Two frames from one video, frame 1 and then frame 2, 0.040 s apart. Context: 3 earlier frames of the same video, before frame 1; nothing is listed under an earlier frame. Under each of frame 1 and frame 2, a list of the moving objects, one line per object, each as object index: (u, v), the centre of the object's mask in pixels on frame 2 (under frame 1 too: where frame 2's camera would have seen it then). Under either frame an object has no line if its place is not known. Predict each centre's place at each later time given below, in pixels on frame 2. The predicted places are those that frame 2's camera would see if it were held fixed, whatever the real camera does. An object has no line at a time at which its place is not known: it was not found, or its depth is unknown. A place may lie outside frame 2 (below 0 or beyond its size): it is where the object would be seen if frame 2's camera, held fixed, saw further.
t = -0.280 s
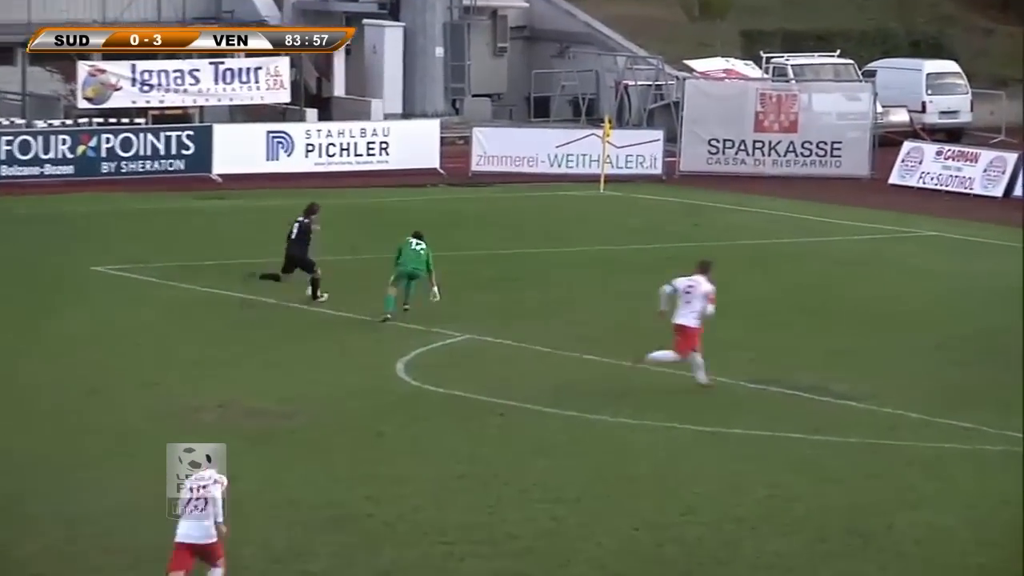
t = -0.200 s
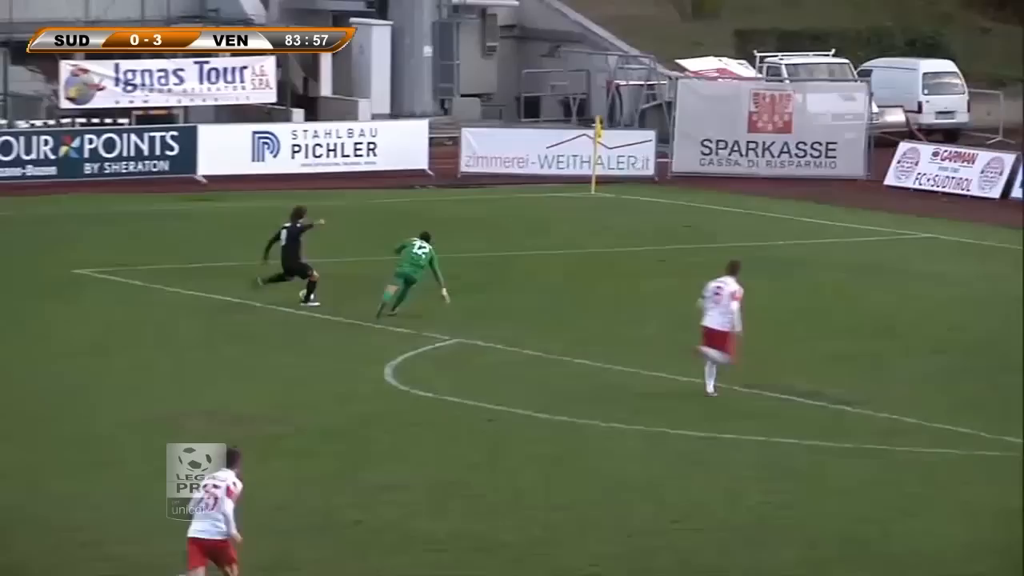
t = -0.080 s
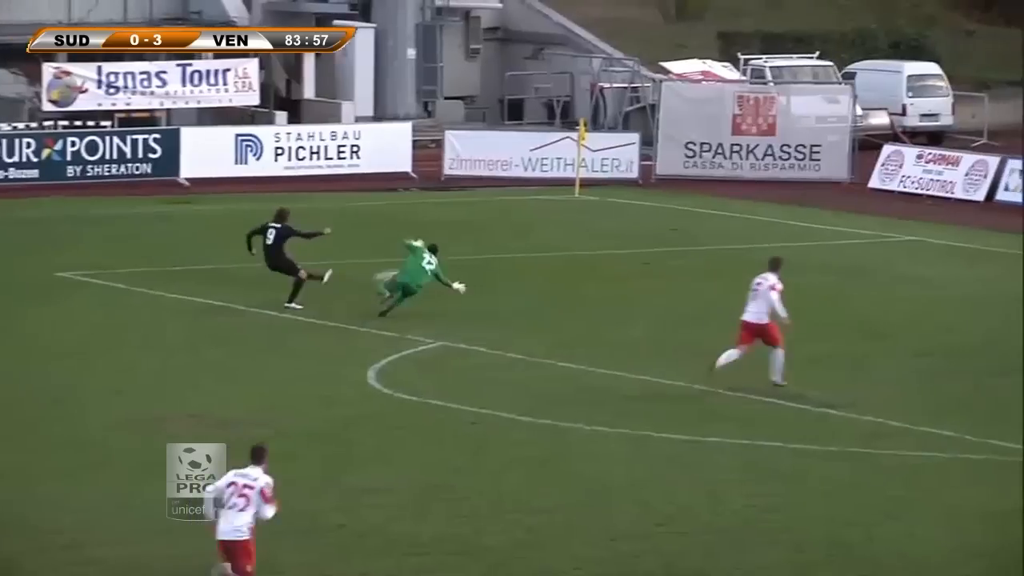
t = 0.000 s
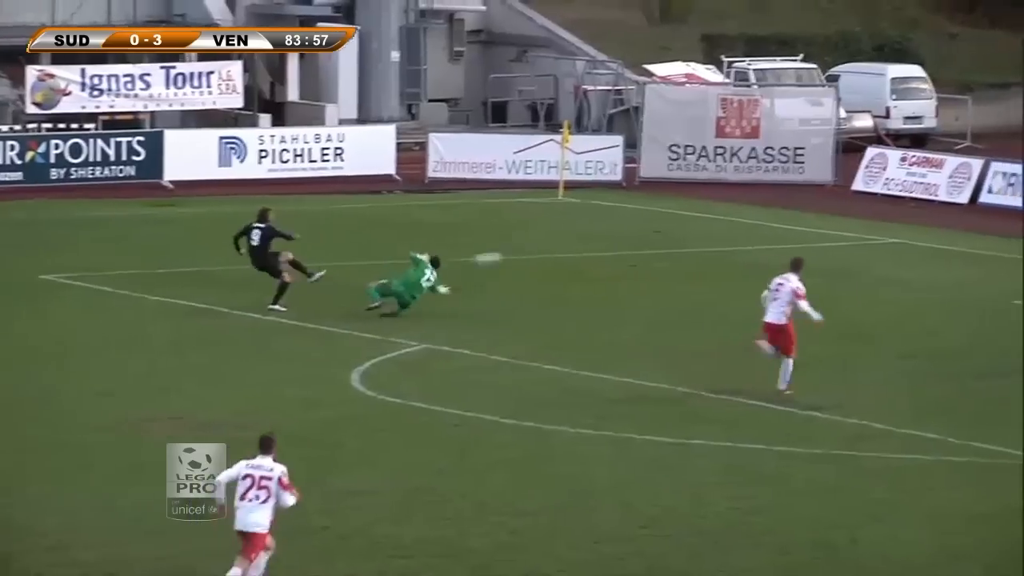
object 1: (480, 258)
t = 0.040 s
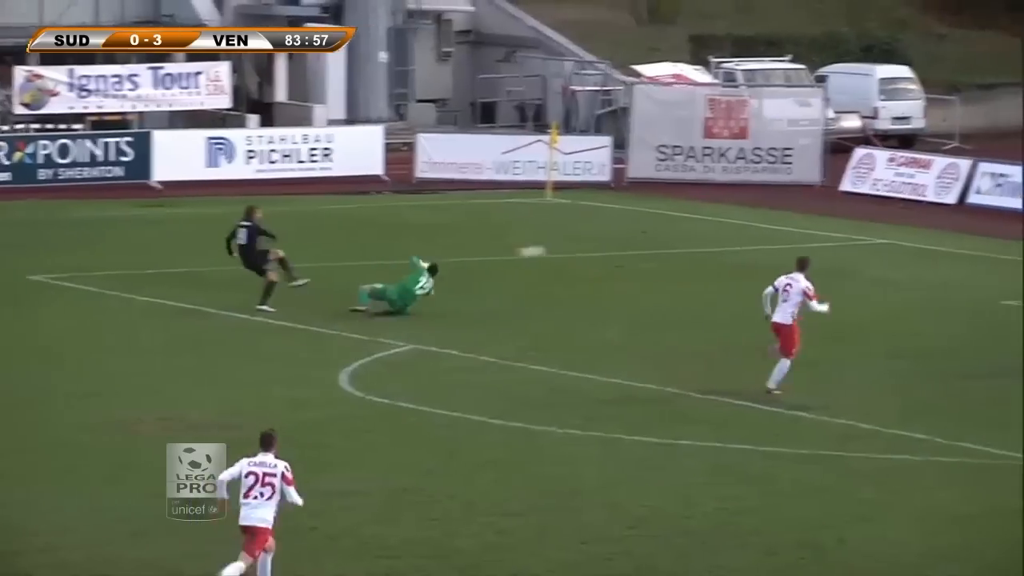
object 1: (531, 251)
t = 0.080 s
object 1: (578, 245)
